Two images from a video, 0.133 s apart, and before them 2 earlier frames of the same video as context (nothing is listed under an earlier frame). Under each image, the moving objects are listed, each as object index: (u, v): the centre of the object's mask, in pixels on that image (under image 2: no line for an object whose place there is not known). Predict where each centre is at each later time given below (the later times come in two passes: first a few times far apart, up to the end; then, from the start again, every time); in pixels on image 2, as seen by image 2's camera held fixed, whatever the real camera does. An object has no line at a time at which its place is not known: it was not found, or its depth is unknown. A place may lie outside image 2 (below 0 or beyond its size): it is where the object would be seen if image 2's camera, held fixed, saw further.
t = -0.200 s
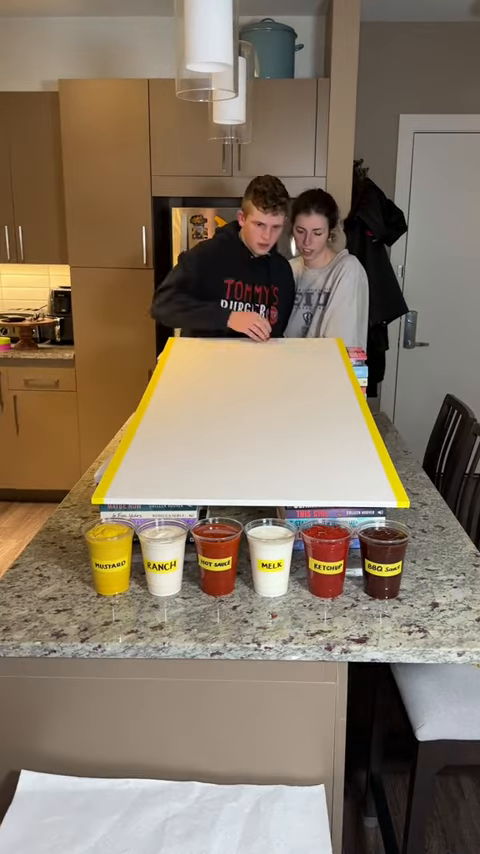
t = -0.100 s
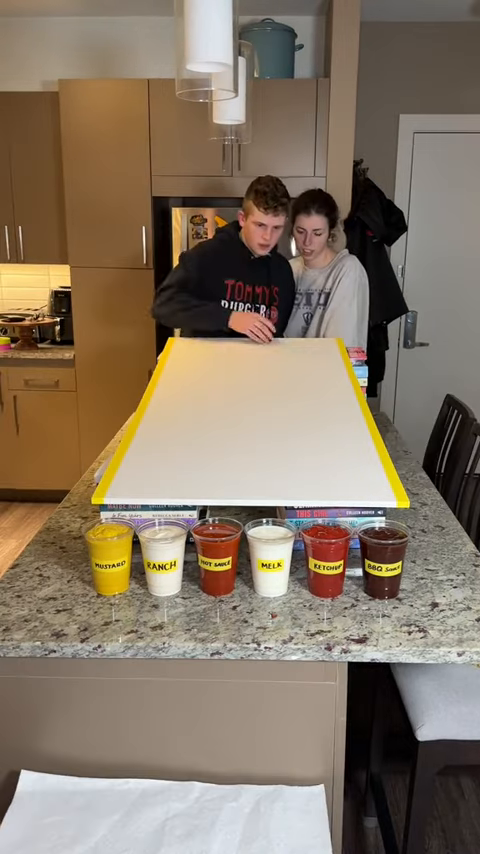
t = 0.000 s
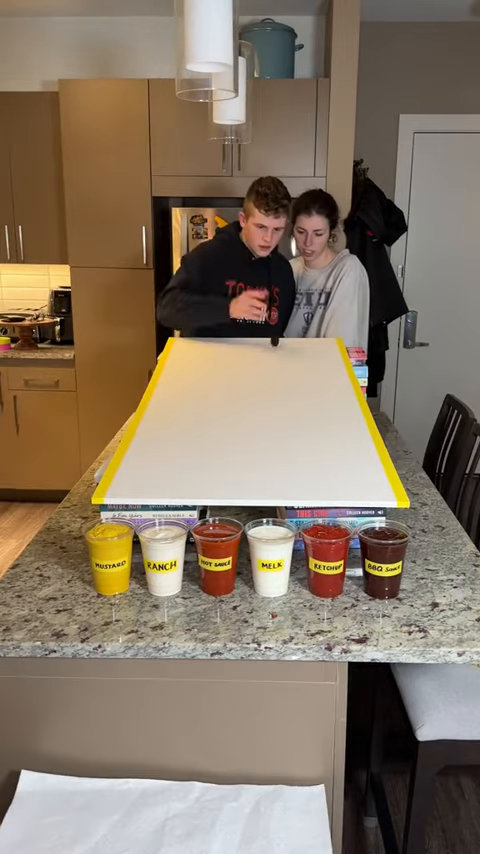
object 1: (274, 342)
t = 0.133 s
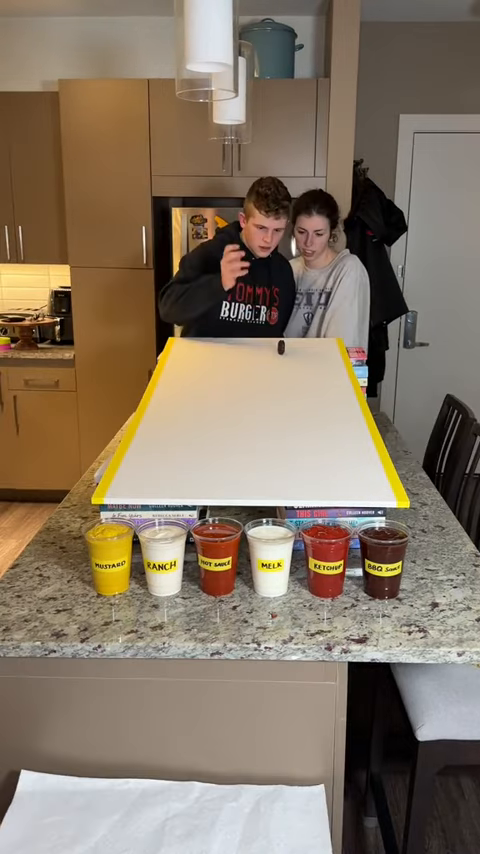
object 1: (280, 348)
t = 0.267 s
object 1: (287, 357)
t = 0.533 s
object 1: (299, 384)
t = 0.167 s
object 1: (282, 350)
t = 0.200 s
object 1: (284, 353)
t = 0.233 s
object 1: (286, 354)
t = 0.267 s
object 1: (287, 357)
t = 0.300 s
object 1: (289, 360)
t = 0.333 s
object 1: (291, 363)
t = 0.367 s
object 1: (292, 366)
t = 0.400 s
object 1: (293, 369)
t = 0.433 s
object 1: (295, 373)
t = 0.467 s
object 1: (296, 376)
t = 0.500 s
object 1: (298, 380)
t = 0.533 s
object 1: (299, 384)
